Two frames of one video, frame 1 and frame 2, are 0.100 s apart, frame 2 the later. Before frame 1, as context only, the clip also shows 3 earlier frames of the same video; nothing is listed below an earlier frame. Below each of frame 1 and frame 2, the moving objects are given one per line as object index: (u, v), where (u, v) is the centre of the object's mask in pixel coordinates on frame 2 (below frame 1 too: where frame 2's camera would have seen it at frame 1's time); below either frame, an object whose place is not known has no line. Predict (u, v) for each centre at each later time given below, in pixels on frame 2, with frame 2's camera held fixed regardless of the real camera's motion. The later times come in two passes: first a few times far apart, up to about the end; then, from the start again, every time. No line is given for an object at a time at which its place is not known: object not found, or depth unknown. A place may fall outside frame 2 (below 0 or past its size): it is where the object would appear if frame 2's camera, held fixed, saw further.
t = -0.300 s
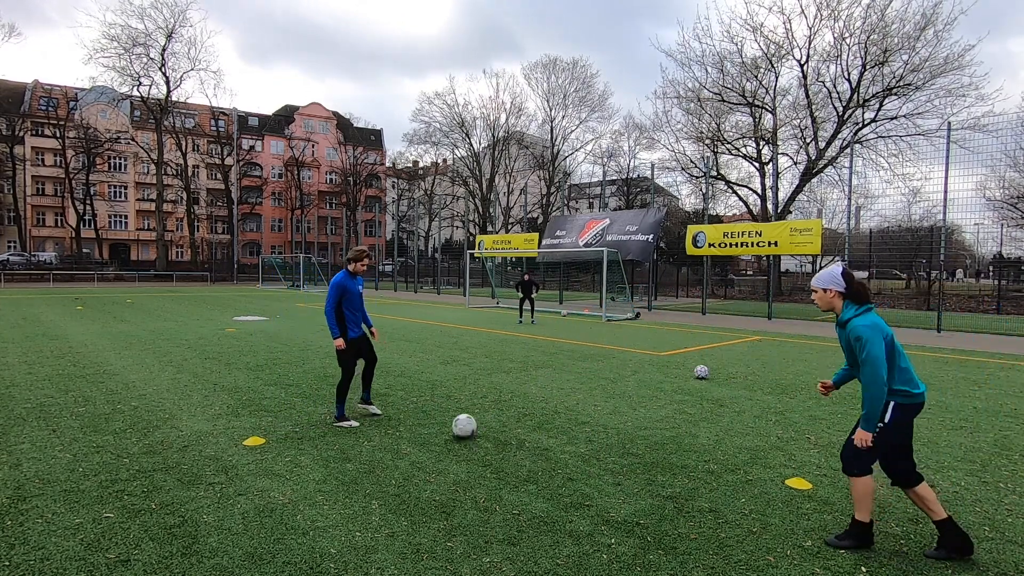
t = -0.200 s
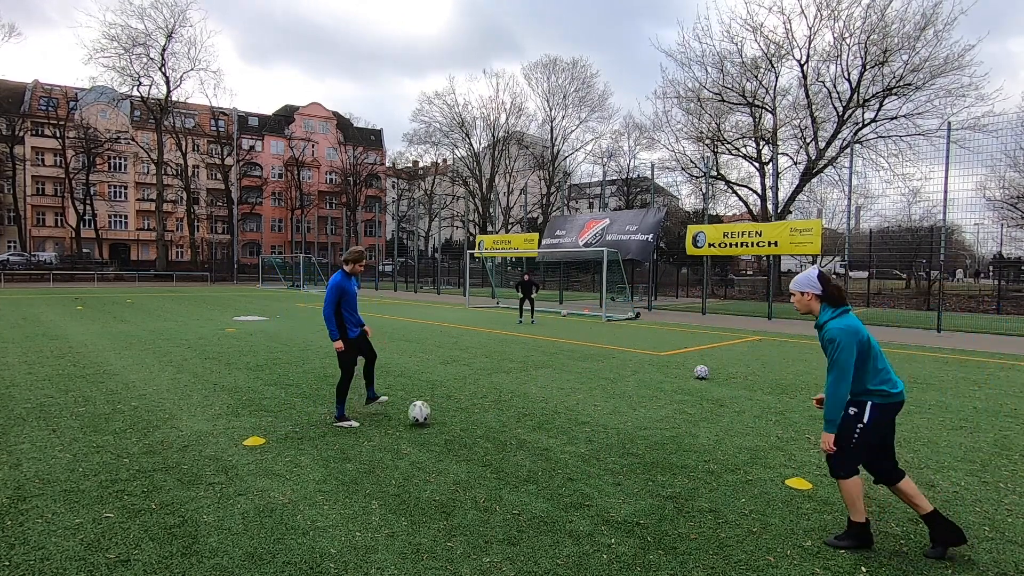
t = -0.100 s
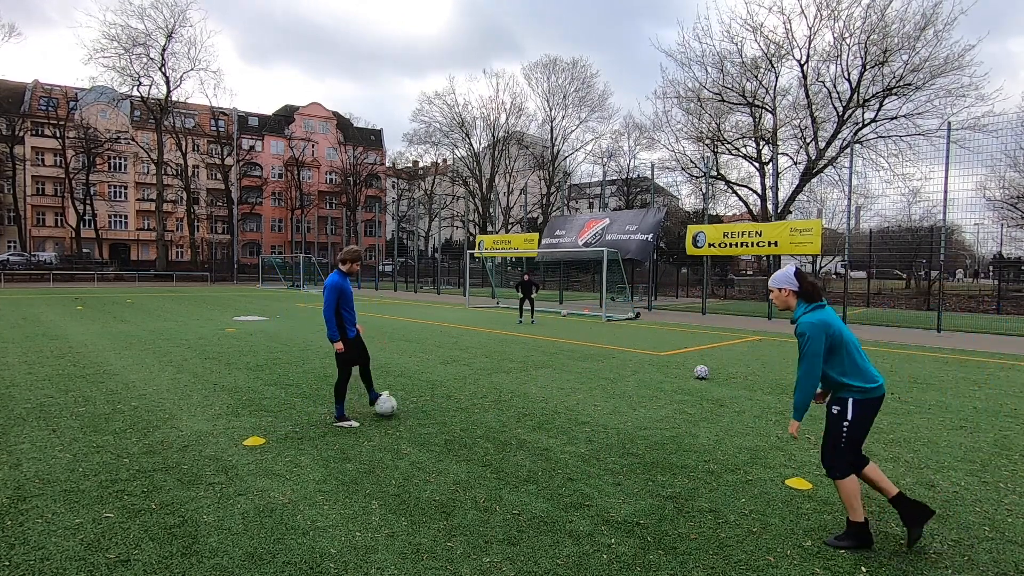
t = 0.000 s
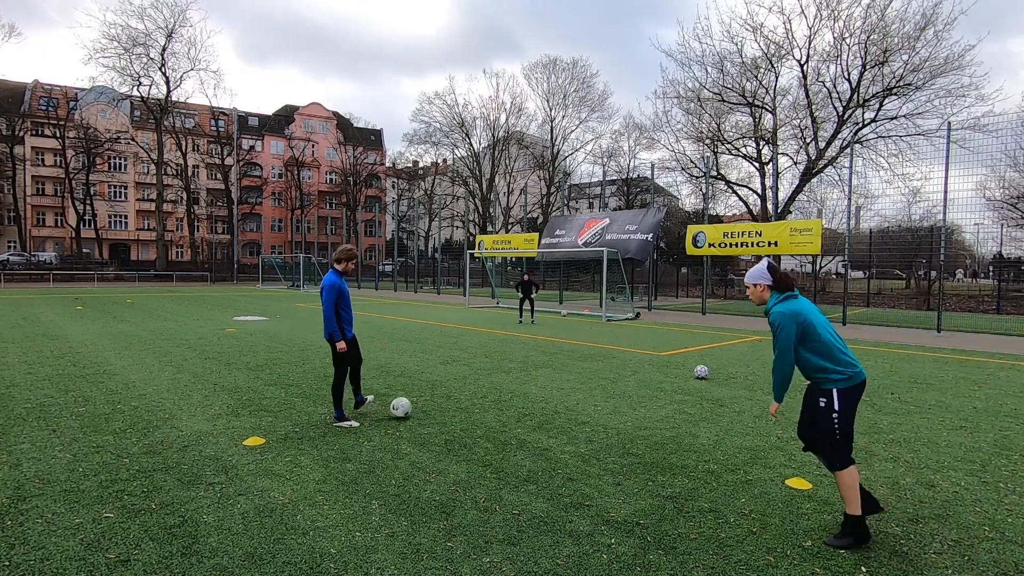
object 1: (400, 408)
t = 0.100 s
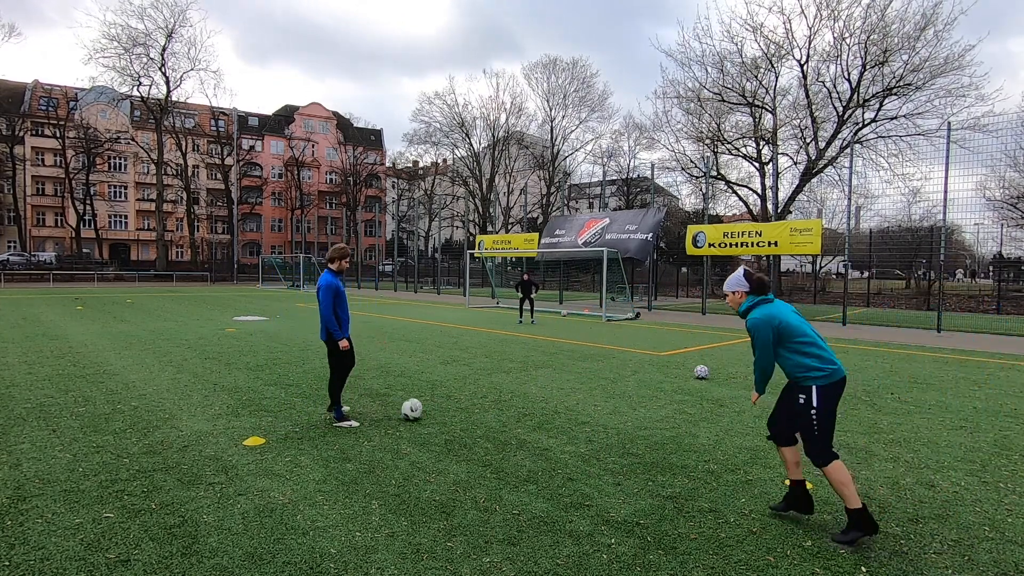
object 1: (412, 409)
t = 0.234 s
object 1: (422, 410)
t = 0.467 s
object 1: (436, 412)
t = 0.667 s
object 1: (446, 414)
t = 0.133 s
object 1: (415, 409)
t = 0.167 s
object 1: (418, 410)
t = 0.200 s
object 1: (420, 410)
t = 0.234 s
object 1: (422, 410)
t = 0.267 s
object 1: (424, 411)
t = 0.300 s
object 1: (426, 411)
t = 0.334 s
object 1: (428, 412)
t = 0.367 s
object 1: (430, 412)
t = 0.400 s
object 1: (432, 412)
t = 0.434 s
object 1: (434, 412)
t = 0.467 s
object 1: (436, 412)
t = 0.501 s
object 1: (438, 413)
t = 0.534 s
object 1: (439, 413)
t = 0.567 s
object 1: (441, 413)
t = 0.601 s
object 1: (443, 414)
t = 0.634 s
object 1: (445, 414)
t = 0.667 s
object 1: (446, 414)
